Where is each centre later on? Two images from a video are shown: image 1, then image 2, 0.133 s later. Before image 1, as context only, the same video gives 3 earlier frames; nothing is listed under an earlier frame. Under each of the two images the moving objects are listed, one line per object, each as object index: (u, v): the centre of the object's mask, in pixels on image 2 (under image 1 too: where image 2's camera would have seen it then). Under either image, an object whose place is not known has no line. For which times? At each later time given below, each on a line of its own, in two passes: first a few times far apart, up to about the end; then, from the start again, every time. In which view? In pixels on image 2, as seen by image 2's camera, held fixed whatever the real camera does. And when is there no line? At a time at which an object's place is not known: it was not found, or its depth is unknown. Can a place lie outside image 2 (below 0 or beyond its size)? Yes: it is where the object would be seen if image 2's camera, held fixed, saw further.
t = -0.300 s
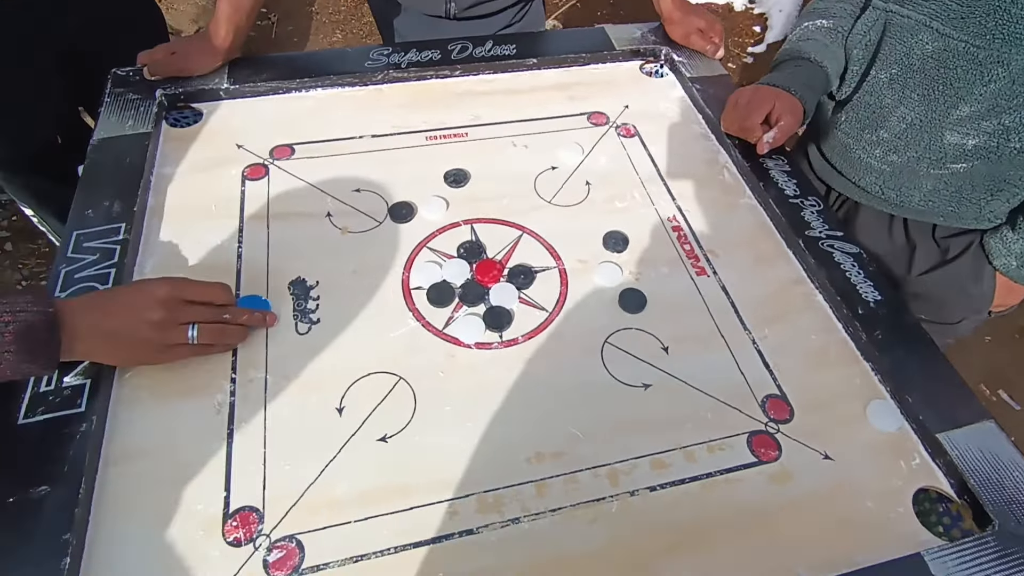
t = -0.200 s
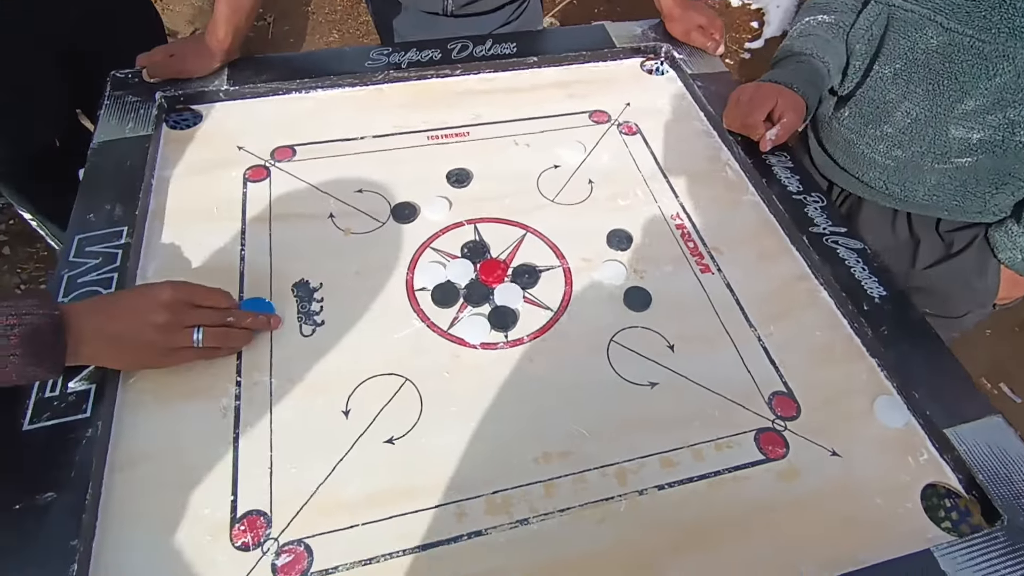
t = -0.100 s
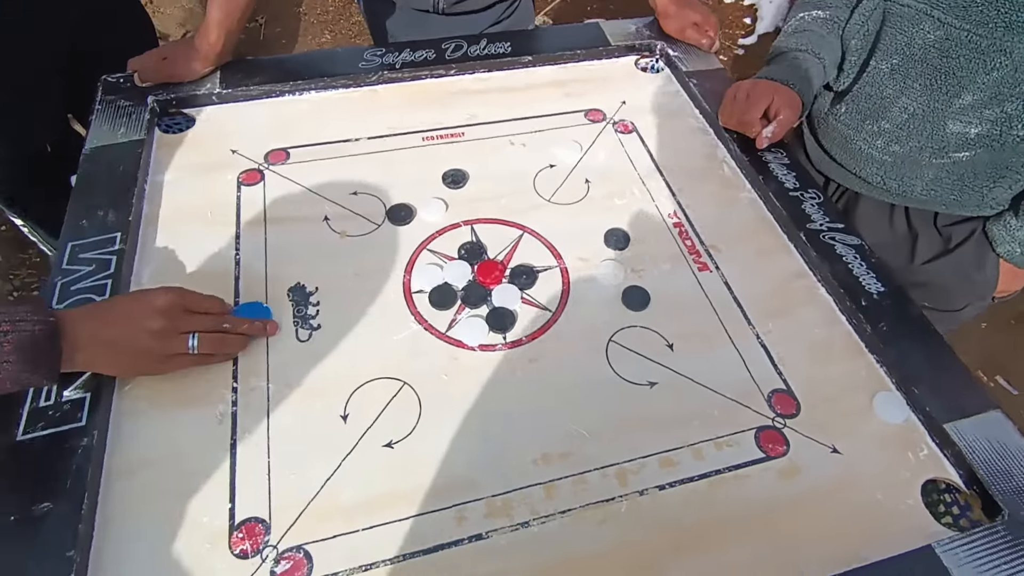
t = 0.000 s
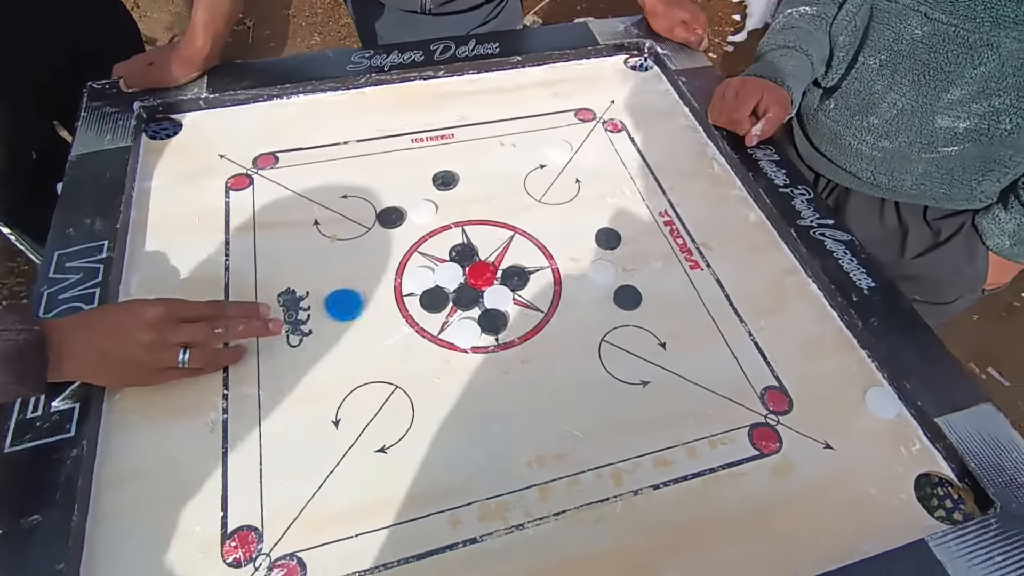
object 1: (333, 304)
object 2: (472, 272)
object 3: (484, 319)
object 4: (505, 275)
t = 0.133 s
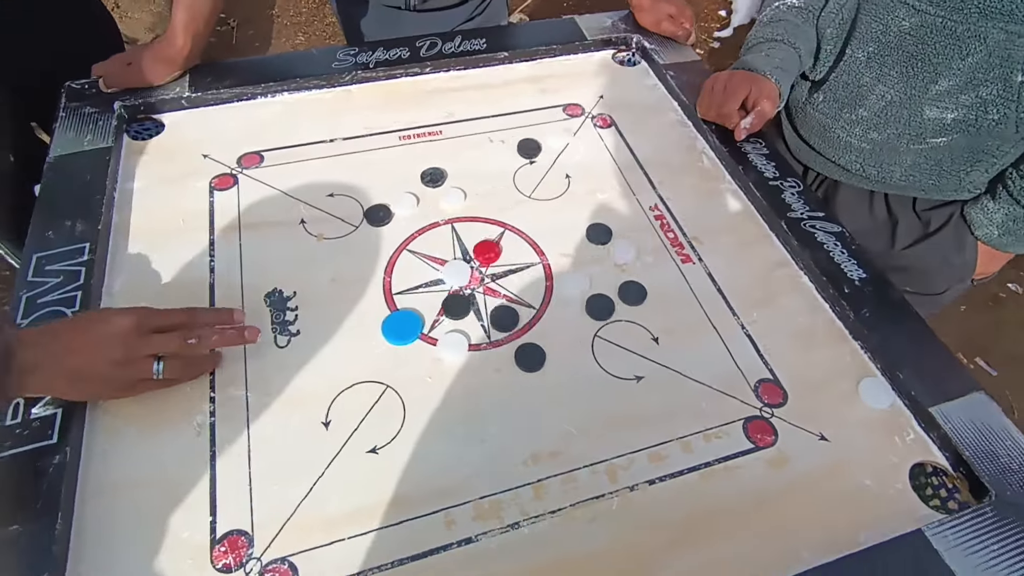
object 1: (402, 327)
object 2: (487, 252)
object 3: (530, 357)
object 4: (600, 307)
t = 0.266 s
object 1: (406, 346)
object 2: (490, 246)
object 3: (569, 388)
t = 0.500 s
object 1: (406, 348)
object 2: (491, 246)
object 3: (580, 396)
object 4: (669, 397)
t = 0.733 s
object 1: (406, 349)
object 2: (491, 246)
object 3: (580, 396)
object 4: (670, 397)
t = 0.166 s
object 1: (403, 334)
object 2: (489, 249)
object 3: (542, 367)
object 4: (612, 323)
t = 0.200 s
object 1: (405, 339)
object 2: (490, 247)
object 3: (552, 375)
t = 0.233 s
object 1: (405, 343)
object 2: (491, 246)
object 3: (561, 382)
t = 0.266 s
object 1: (406, 346)
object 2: (490, 246)
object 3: (569, 388)
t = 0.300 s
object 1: (406, 348)
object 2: (491, 246)
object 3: (574, 392)
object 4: (650, 372)
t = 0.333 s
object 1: (406, 348)
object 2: (491, 246)
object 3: (578, 395)
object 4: (656, 381)
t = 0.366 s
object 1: (406, 349)
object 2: (491, 246)
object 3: (580, 395)
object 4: (661, 387)
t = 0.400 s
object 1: (406, 348)
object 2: (491, 246)
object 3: (580, 396)
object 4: (665, 392)
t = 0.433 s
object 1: (406, 348)
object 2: (491, 246)
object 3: (580, 396)
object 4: (668, 395)
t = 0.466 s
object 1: (406, 348)
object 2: (491, 246)
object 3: (580, 396)
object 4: (669, 397)
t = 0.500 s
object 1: (406, 348)
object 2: (491, 246)
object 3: (580, 396)
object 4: (669, 397)
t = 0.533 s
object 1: (406, 348)
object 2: (491, 246)
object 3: (580, 396)
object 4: (669, 397)
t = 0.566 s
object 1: (406, 349)
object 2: (491, 246)
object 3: (580, 396)
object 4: (670, 397)
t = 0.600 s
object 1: (406, 348)
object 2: (491, 246)
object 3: (580, 396)
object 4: (669, 397)
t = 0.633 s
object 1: (406, 348)
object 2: (491, 246)
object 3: (580, 396)
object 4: (670, 397)
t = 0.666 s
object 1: (406, 349)
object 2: (491, 246)
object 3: (580, 396)
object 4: (670, 397)
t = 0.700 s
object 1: (406, 348)
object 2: (491, 246)
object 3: (580, 396)
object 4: (670, 397)
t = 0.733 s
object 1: (406, 349)
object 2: (491, 246)
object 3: (580, 396)
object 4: (670, 397)
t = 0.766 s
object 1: (406, 349)
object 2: (491, 246)
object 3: (580, 396)
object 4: (670, 397)
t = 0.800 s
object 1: (406, 349)
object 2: (491, 246)
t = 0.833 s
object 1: (406, 349)
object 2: (491, 246)
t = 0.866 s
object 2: (491, 246)
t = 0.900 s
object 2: (491, 246)
